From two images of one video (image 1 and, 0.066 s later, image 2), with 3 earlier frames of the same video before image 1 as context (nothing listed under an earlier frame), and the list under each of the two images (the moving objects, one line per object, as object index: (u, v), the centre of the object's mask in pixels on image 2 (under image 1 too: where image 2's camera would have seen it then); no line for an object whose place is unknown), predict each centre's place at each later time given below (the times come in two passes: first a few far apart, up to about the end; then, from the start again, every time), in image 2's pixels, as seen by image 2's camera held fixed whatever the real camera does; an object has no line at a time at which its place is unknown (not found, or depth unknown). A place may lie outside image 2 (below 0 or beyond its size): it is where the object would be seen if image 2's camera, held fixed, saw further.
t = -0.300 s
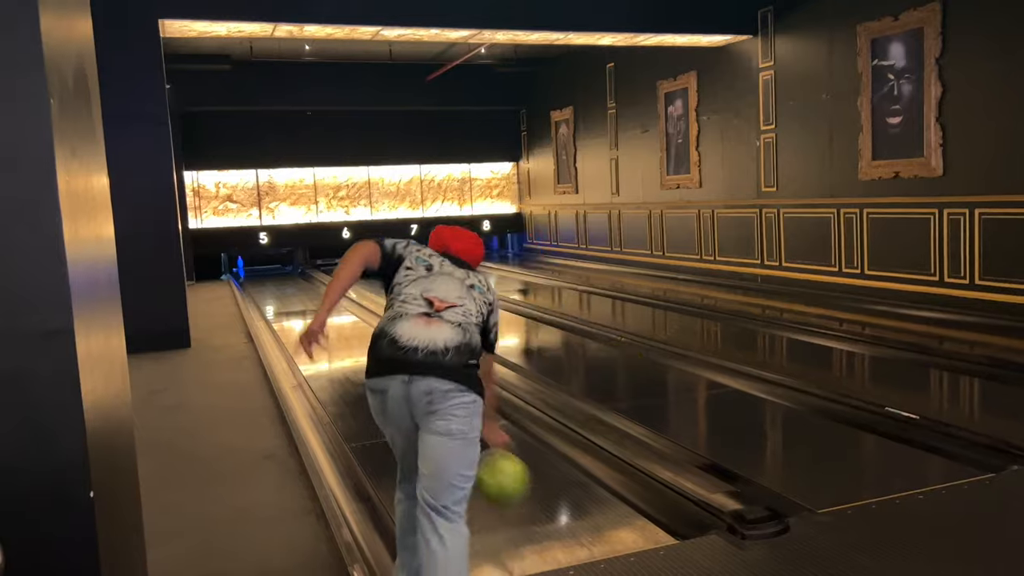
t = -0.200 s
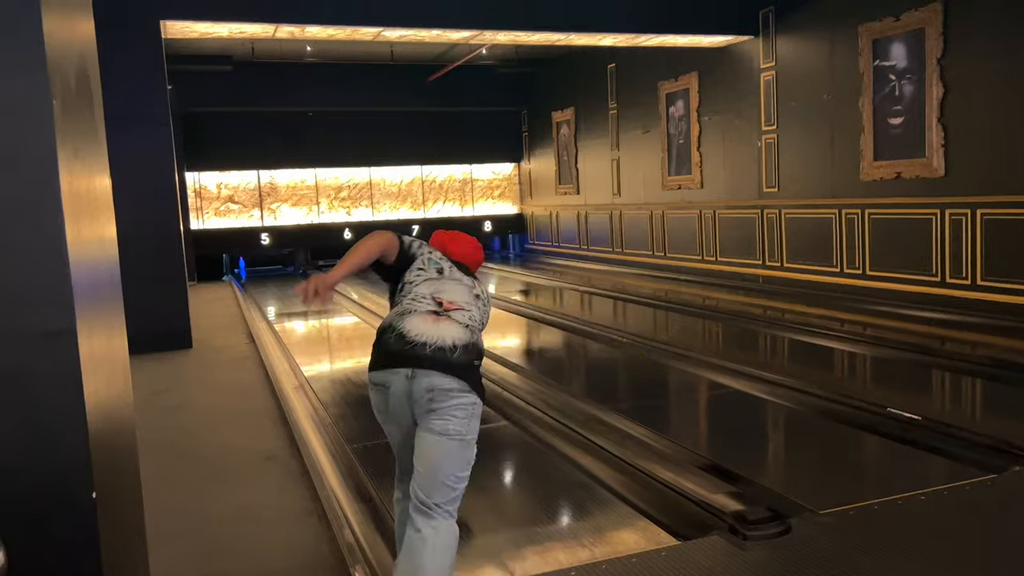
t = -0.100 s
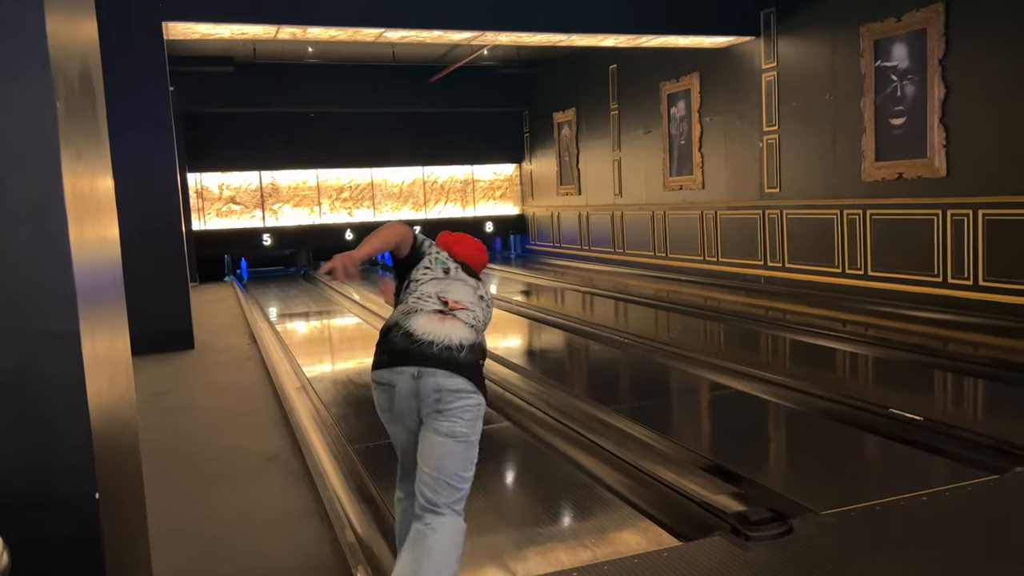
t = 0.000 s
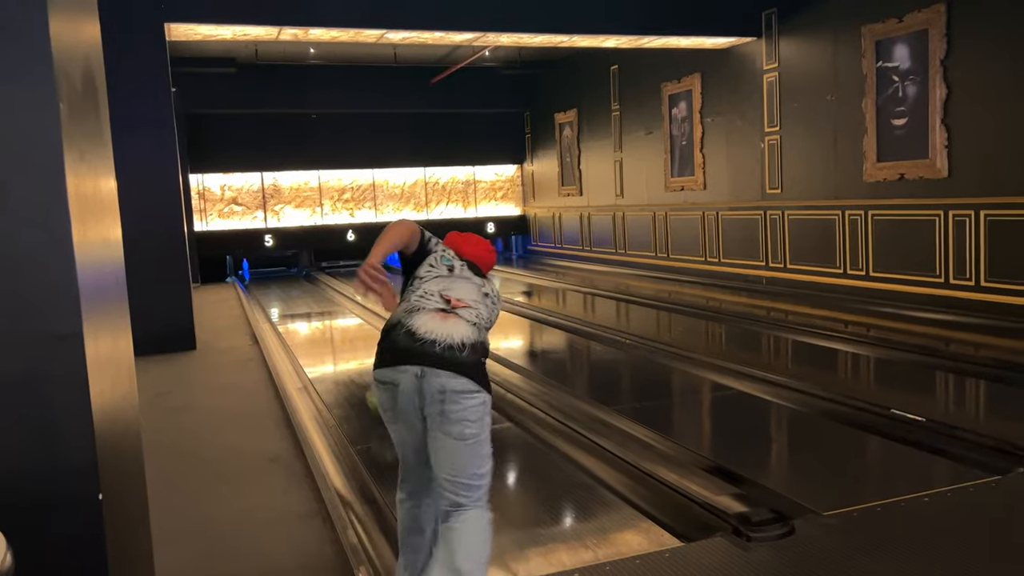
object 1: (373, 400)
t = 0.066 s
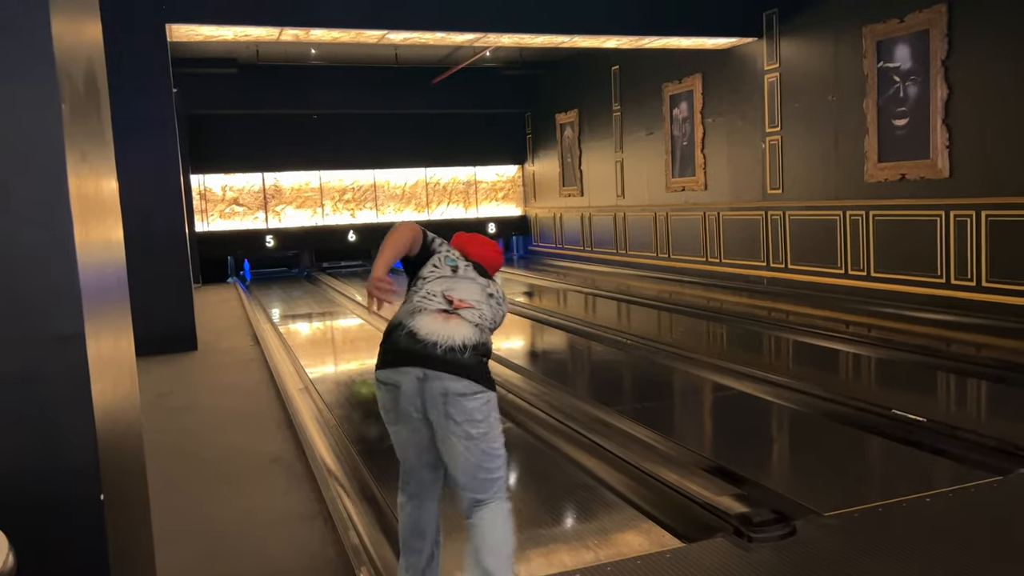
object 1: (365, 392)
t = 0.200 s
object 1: (343, 367)
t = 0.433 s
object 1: (312, 338)
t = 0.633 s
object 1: (294, 321)
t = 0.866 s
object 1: (279, 307)
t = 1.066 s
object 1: (269, 297)
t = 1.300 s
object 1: (260, 288)
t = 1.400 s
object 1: (256, 285)
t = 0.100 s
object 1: (362, 386)
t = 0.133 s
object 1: (355, 378)
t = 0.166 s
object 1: (349, 373)
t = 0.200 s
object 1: (343, 367)
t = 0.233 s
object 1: (338, 362)
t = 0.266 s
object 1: (333, 358)
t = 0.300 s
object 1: (328, 353)
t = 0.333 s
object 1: (324, 349)
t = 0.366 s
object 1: (320, 345)
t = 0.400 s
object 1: (316, 341)
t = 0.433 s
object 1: (312, 338)
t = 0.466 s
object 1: (309, 335)
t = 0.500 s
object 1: (306, 332)
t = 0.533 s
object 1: (303, 329)
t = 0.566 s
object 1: (300, 326)
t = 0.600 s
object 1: (297, 324)
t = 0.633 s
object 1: (294, 321)
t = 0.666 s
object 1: (292, 318)
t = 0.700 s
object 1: (289, 316)
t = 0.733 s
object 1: (287, 314)
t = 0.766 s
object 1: (285, 312)
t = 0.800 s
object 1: (283, 310)
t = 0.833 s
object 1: (280, 309)
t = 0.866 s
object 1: (279, 307)
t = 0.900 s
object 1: (277, 304)
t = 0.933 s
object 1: (275, 303)
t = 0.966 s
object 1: (274, 301)
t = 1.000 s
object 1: (272, 300)
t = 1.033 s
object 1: (270, 298)
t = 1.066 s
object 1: (269, 297)
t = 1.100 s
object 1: (267, 296)
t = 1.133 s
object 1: (266, 294)
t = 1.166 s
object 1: (265, 293)
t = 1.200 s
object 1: (263, 292)
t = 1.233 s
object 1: (262, 290)
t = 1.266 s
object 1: (261, 289)
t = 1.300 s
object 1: (260, 288)
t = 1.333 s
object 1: (259, 287)
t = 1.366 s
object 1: (257, 286)
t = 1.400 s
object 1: (256, 285)
